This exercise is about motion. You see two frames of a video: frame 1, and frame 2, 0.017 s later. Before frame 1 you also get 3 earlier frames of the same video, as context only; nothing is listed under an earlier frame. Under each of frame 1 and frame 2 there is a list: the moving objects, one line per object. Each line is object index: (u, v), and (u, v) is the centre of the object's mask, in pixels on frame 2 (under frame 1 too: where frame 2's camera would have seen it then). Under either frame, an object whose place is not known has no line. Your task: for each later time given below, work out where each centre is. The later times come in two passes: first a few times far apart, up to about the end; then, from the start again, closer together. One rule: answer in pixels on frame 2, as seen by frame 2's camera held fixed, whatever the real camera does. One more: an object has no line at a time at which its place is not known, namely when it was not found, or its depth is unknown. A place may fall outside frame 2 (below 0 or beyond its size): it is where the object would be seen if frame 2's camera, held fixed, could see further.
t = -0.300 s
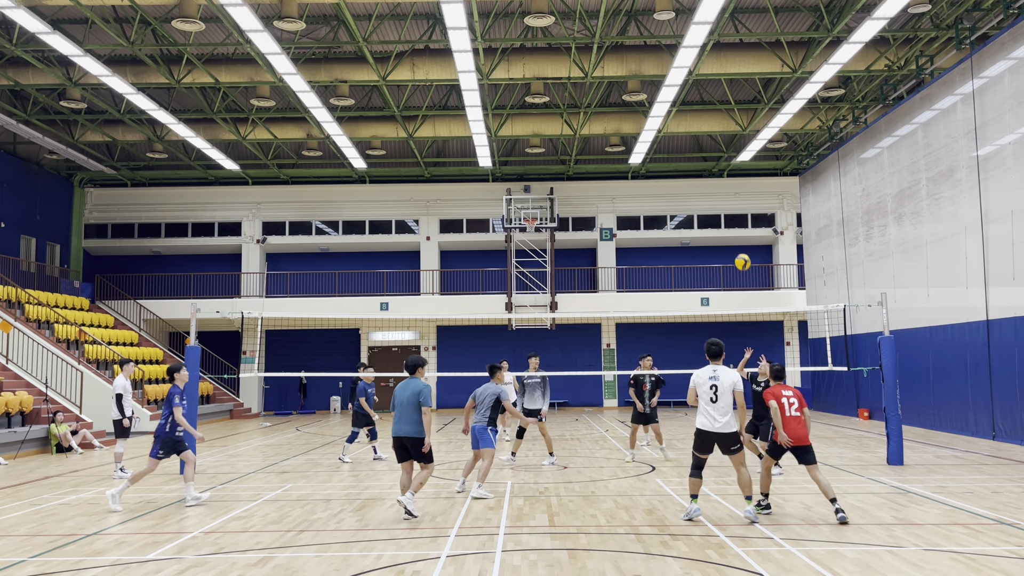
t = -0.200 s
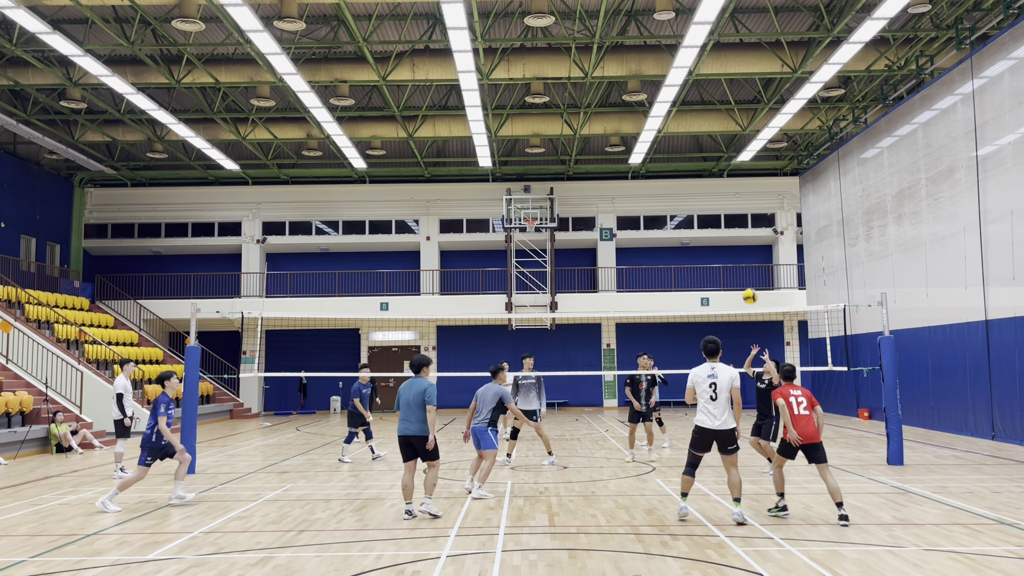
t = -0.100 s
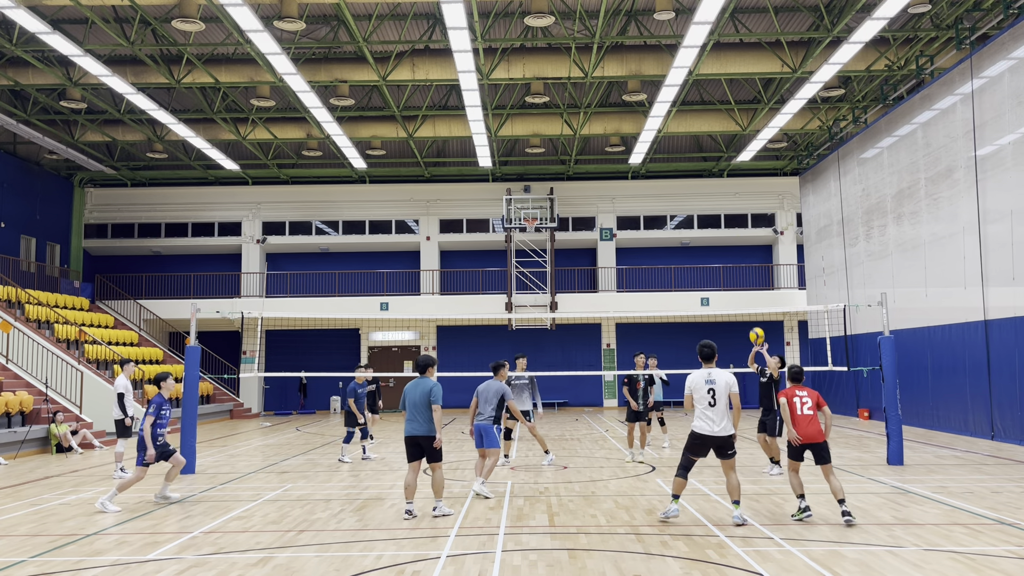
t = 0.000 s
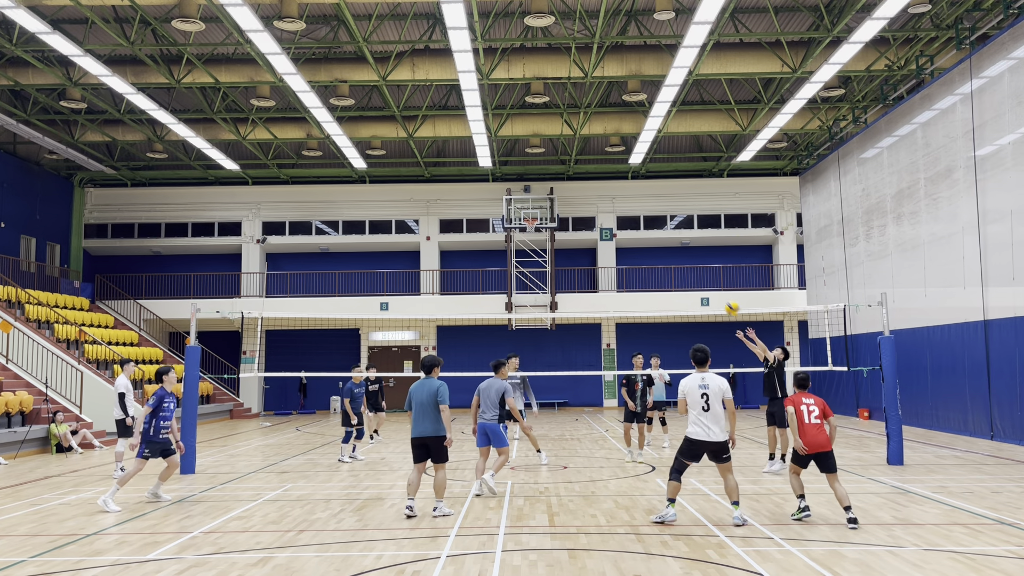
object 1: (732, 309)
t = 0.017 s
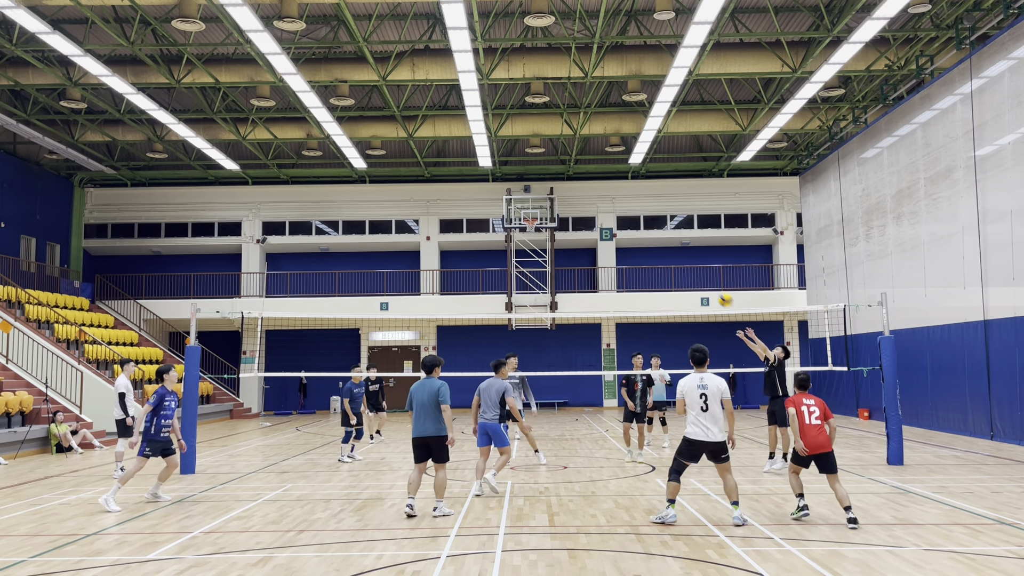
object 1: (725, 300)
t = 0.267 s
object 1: (628, 206)
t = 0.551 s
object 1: (530, 156)
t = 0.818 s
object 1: (446, 158)
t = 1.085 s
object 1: (368, 203)
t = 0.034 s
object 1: (718, 291)
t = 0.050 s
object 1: (712, 284)
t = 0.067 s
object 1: (705, 277)
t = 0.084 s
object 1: (699, 270)
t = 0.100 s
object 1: (692, 263)
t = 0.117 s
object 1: (685, 256)
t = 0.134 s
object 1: (679, 250)
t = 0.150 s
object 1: (673, 244)
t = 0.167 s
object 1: (666, 238)
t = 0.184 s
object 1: (659, 231)
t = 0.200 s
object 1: (653, 226)
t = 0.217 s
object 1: (647, 221)
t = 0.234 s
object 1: (641, 216)
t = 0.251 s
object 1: (635, 211)
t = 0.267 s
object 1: (628, 206)
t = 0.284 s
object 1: (622, 202)
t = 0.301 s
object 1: (617, 197)
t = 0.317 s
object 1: (611, 193)
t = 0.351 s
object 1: (599, 185)
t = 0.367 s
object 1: (592, 182)
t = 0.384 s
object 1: (587, 178)
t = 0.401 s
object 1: (581, 175)
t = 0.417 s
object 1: (575, 173)
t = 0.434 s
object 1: (569, 170)
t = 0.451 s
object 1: (564, 168)
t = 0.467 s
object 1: (558, 165)
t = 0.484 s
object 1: (553, 163)
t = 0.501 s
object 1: (547, 161)
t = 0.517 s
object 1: (541, 160)
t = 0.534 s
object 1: (536, 158)
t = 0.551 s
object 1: (530, 156)
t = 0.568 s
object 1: (525, 155)
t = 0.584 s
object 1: (519, 154)
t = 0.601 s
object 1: (514, 153)
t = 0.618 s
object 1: (508, 152)
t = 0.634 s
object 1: (503, 152)
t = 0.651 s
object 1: (498, 152)
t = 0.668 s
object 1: (493, 151)
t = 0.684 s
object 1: (488, 151)
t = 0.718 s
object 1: (476, 152)
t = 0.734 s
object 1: (471, 153)
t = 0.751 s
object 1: (466, 153)
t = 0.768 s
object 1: (461, 154)
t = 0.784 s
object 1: (456, 155)
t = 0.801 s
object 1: (451, 156)
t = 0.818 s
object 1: (446, 158)
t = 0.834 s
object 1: (441, 159)
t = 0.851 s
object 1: (436, 161)
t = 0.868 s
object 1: (431, 163)
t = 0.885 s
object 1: (426, 165)
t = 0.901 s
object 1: (421, 167)
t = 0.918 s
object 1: (416, 170)
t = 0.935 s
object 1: (411, 172)
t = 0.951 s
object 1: (406, 175)
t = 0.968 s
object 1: (401, 178)
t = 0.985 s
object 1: (396, 181)
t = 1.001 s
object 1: (392, 184)
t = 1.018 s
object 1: (387, 187)
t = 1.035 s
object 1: (382, 191)
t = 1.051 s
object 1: (377, 195)
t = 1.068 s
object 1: (372, 199)
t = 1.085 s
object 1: (368, 203)
